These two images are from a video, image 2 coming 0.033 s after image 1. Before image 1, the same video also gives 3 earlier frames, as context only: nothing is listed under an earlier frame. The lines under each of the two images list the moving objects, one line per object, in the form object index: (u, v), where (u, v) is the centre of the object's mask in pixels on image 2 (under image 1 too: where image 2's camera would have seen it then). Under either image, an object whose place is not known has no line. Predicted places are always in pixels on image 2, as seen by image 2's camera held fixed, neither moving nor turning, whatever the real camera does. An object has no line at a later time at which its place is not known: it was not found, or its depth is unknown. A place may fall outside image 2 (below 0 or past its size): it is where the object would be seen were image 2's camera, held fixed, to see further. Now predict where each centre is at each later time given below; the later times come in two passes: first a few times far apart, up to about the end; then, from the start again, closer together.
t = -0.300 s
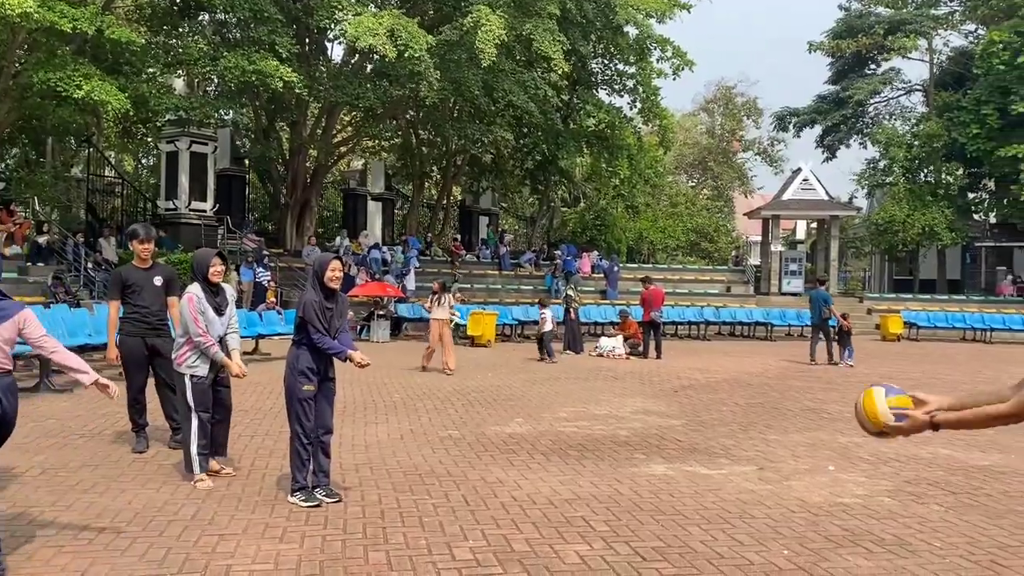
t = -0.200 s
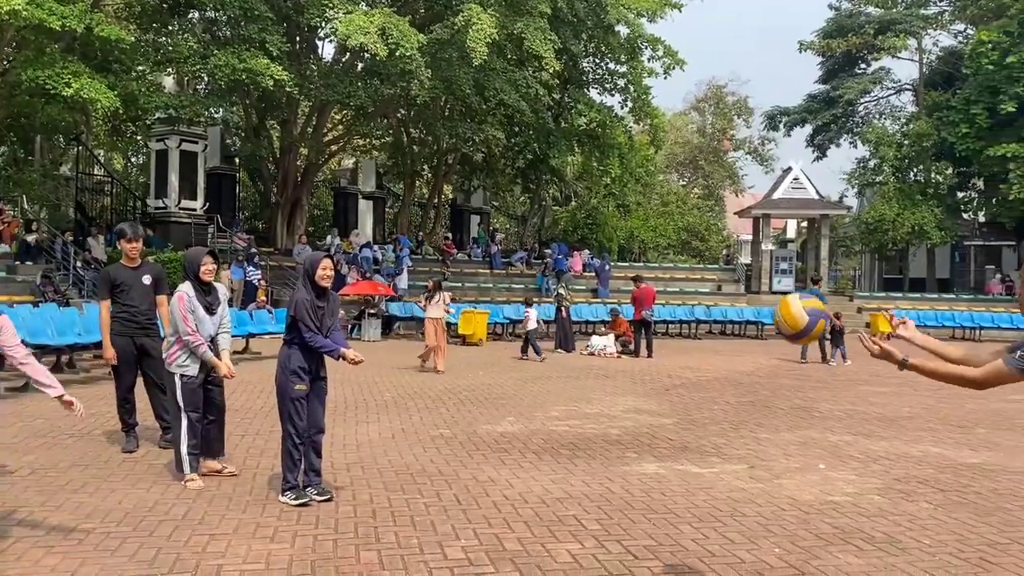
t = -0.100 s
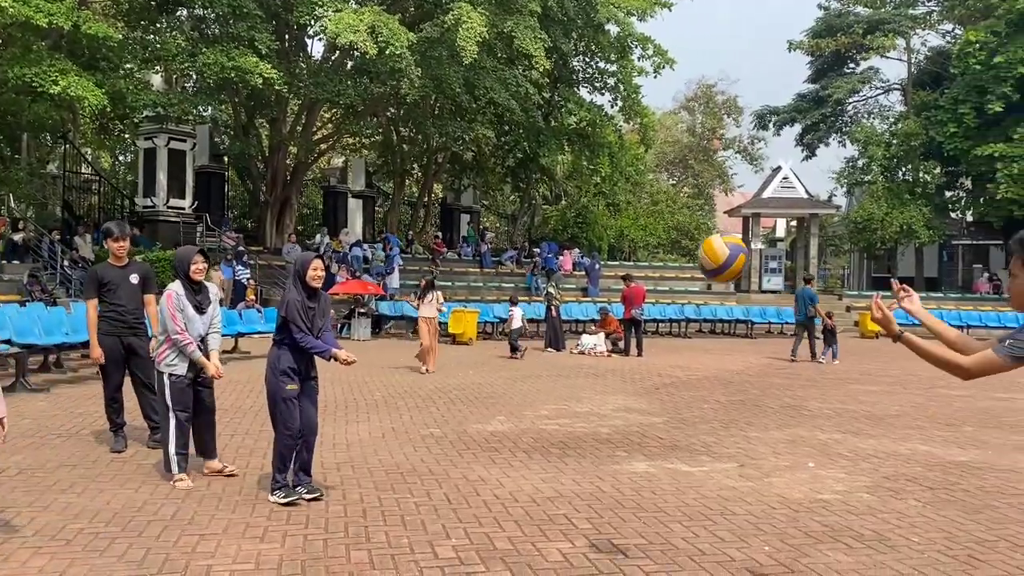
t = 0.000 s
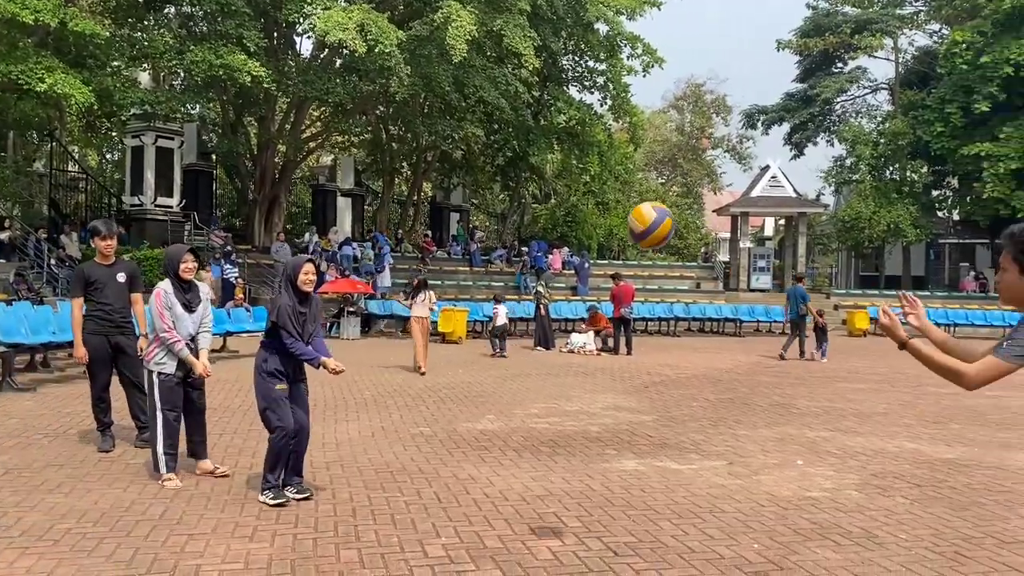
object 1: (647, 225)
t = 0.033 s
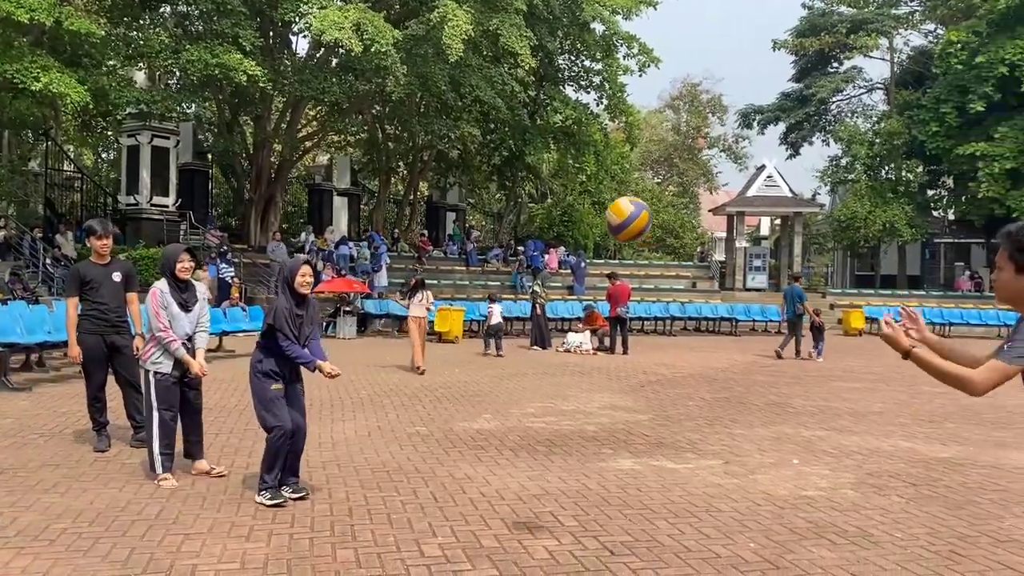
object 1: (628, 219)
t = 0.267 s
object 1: (511, 249)
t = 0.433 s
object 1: (442, 327)
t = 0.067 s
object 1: (610, 216)
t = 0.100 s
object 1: (592, 216)
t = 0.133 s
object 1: (575, 218)
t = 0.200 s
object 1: (542, 229)
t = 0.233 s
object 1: (526, 238)
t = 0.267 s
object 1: (511, 249)
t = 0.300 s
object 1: (497, 261)
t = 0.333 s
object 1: (481, 274)
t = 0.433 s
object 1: (442, 327)
